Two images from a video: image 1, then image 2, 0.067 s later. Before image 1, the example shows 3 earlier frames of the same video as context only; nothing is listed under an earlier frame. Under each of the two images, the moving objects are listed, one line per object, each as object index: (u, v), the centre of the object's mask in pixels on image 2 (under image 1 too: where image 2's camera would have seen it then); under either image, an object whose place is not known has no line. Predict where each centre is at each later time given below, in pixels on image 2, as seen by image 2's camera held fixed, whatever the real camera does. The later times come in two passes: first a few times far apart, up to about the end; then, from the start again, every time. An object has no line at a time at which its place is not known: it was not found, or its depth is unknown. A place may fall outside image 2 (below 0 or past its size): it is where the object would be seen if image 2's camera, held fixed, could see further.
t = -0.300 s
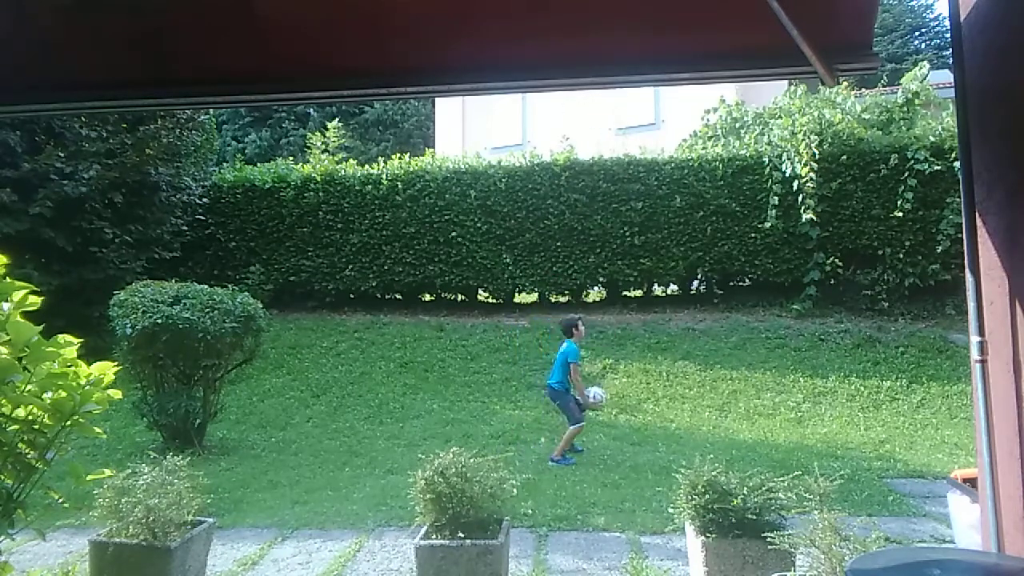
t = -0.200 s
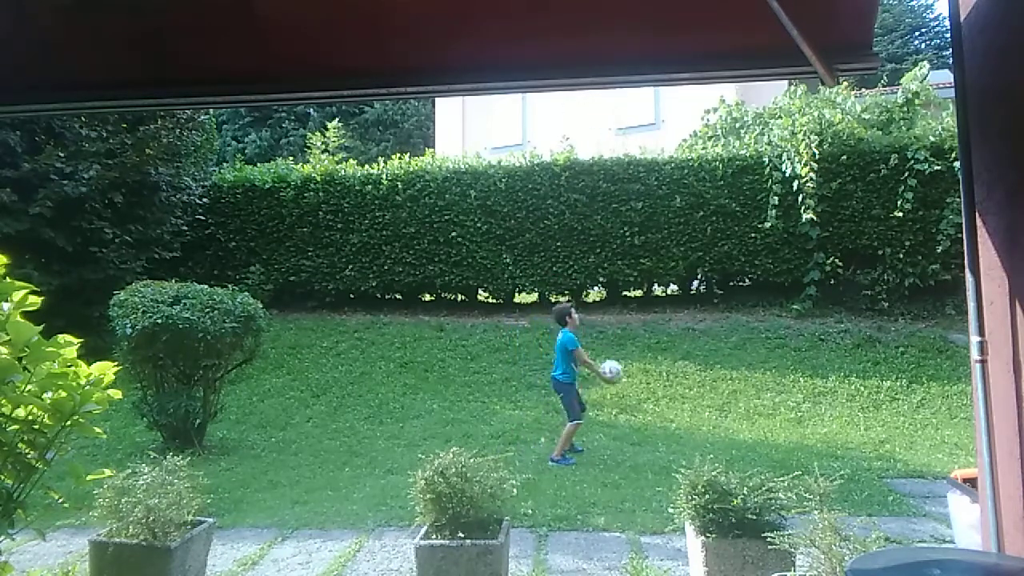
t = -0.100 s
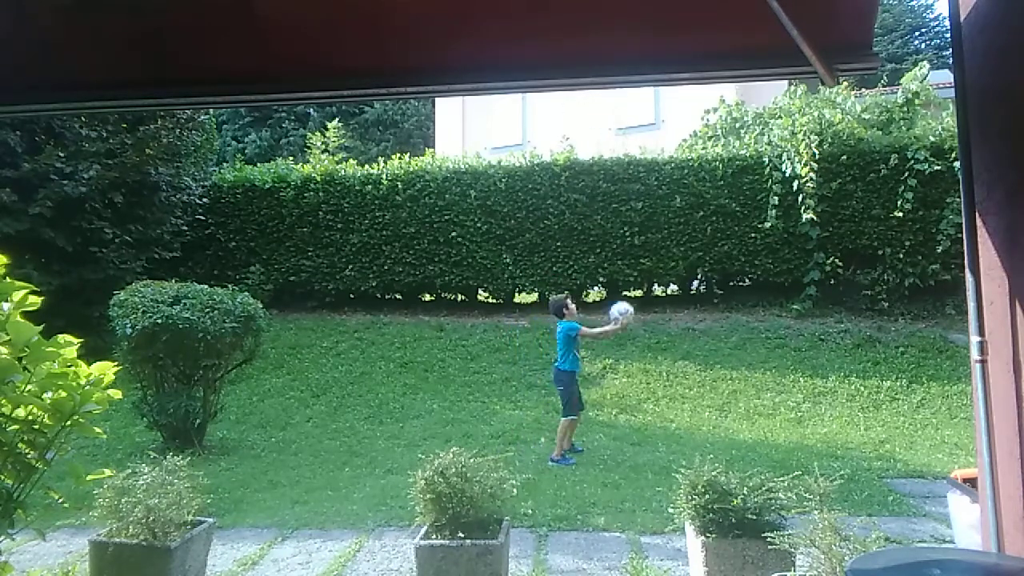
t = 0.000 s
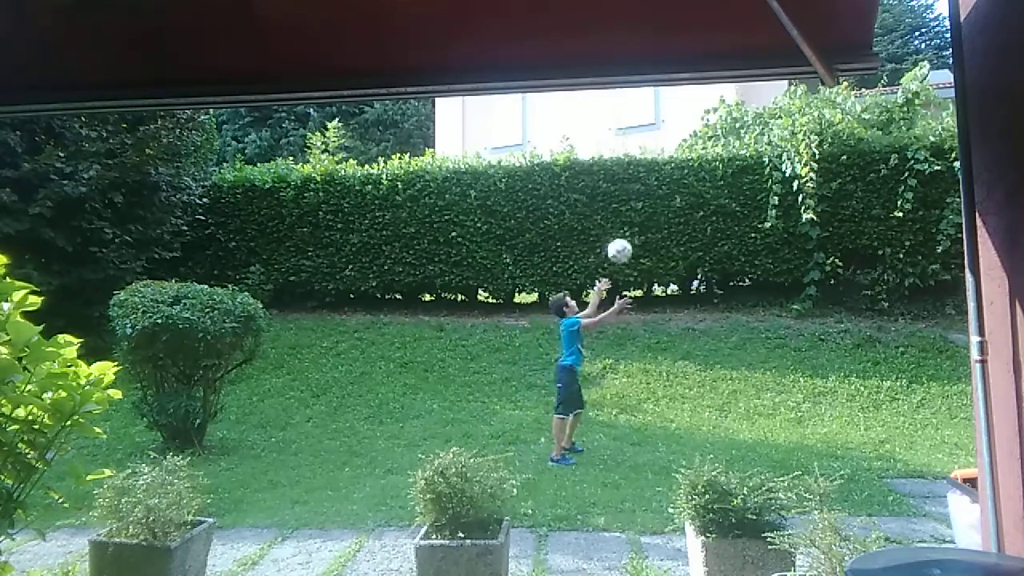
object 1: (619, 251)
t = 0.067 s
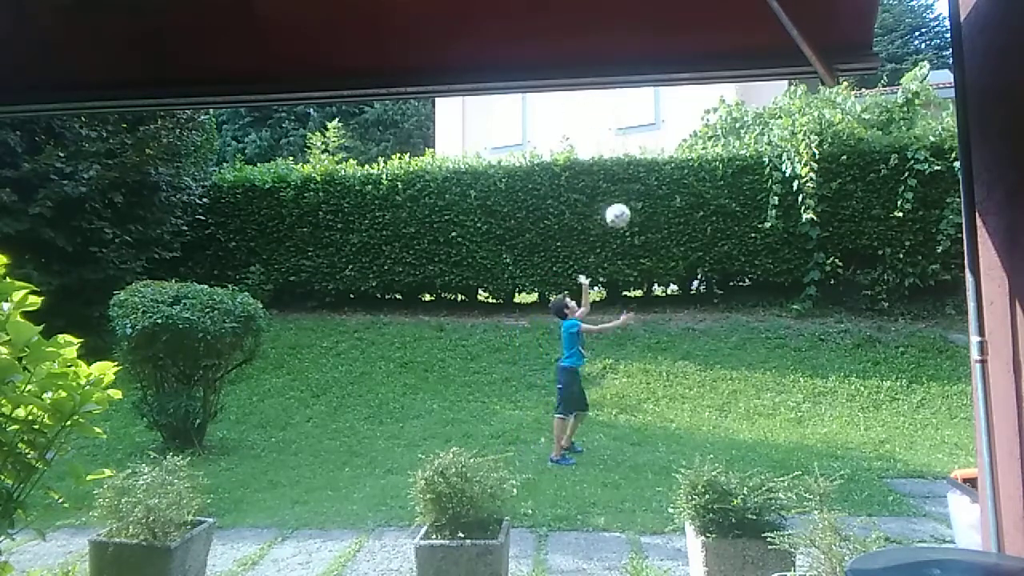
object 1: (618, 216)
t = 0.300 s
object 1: (612, 135)
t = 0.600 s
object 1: (604, 105)
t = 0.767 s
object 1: (601, 125)
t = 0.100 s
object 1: (617, 200)
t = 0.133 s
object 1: (616, 185)
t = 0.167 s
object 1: (615, 171)
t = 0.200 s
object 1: (614, 161)
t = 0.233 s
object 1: (616, 151)
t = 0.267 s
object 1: (614, 143)
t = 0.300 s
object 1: (612, 135)
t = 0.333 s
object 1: (612, 126)
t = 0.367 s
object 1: (611, 120)
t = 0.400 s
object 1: (609, 114)
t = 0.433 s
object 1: (608, 110)
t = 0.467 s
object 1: (608, 107)
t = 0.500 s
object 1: (607, 105)
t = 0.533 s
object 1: (606, 103)
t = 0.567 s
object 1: (605, 103)
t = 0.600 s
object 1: (604, 105)
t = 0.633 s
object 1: (604, 106)
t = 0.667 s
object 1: (603, 109)
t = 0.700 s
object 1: (602, 113)
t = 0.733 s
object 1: (601, 119)
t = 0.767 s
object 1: (601, 125)
